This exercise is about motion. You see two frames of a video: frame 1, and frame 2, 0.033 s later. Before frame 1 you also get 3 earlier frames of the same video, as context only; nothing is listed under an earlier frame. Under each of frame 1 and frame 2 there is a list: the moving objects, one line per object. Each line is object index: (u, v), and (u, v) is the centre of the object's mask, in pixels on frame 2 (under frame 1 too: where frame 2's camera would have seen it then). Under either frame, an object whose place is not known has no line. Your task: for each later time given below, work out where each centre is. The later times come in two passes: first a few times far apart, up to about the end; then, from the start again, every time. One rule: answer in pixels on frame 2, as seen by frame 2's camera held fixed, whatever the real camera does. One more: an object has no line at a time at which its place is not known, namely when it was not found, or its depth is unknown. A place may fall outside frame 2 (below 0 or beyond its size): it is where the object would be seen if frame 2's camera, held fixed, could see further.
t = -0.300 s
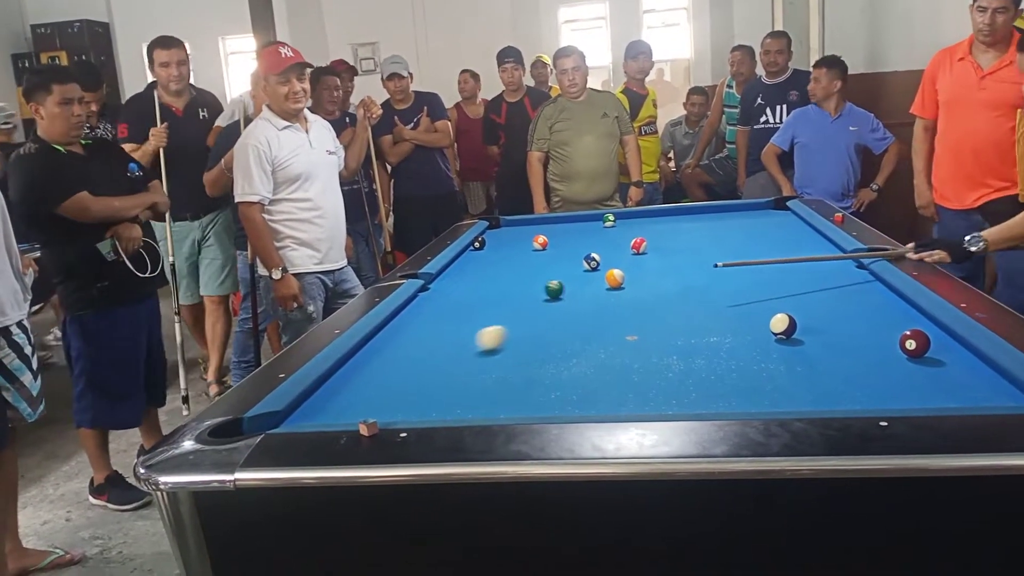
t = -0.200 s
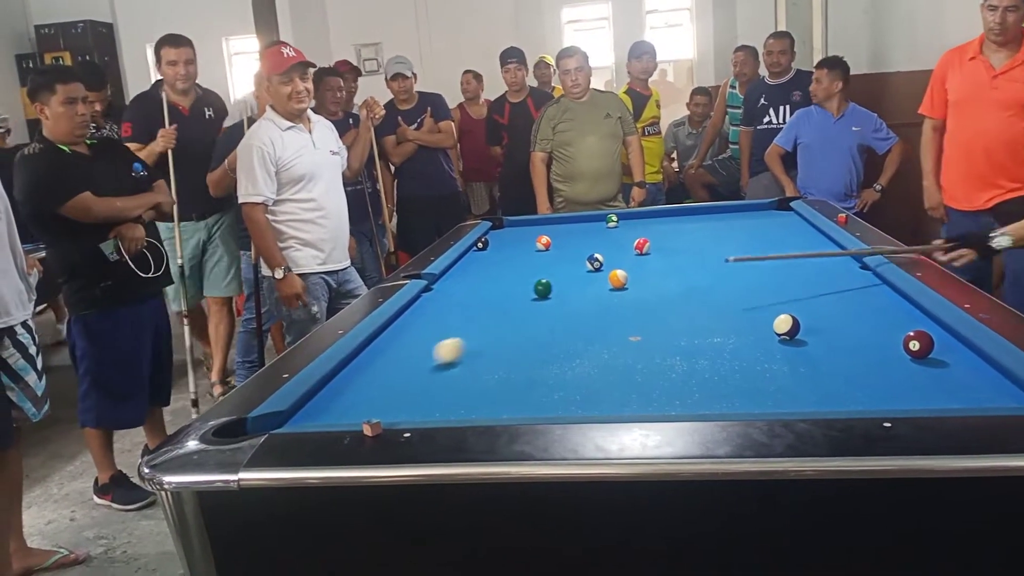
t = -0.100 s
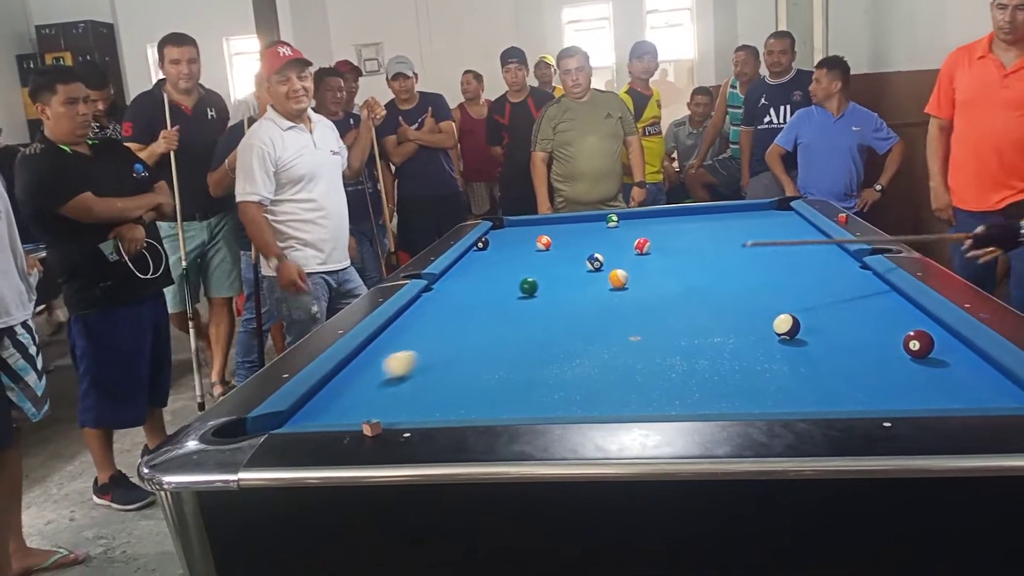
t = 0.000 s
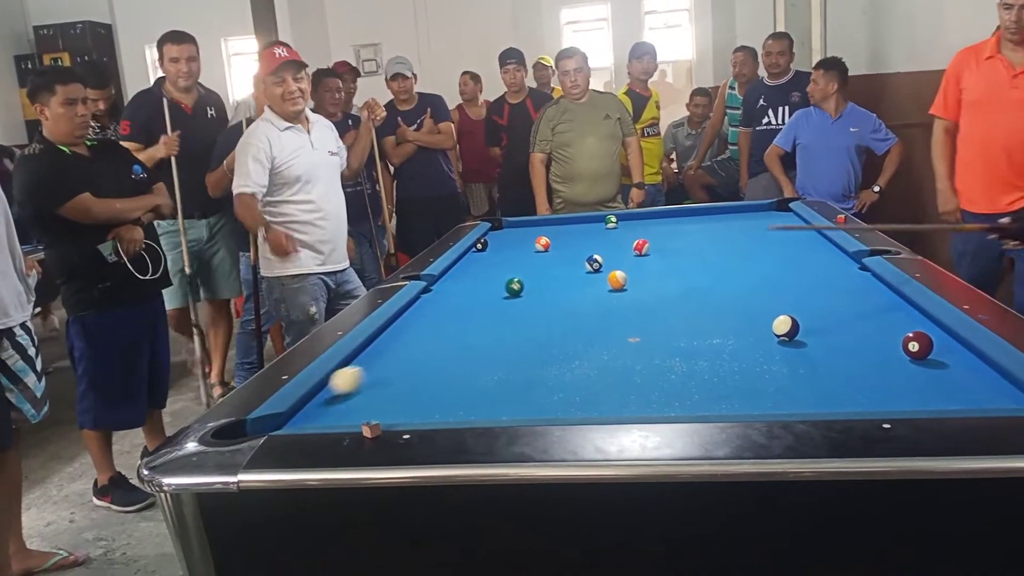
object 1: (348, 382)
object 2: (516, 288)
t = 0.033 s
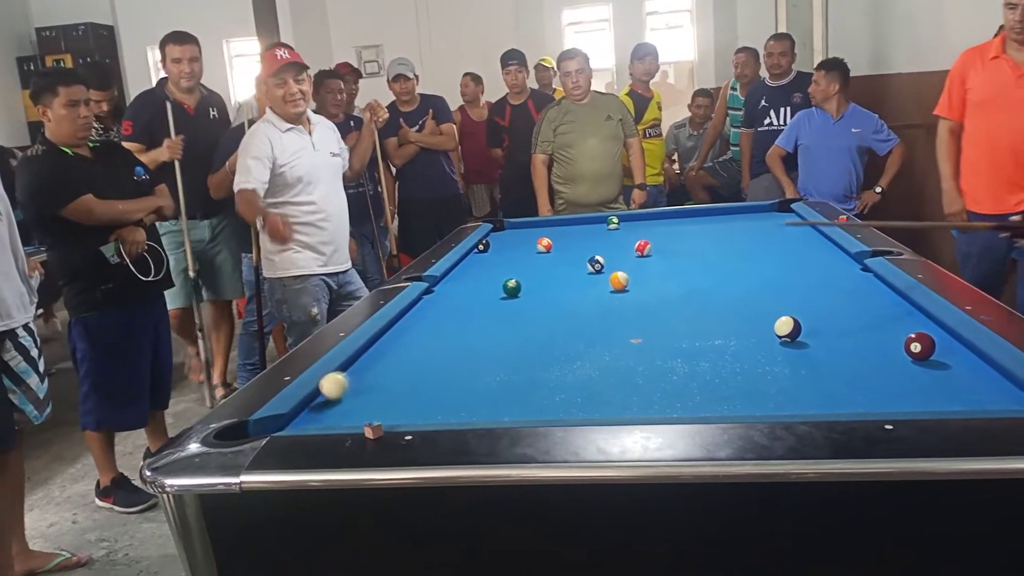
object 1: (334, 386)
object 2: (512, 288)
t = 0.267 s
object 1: (362, 407)
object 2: (483, 285)
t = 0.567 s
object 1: (426, 412)
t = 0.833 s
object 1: (501, 396)
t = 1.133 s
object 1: (576, 378)
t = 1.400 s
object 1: (635, 364)
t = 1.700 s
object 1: (695, 349)
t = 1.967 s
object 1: (742, 337)
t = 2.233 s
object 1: (765, 330)
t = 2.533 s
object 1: (770, 325)
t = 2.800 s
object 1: (774, 322)
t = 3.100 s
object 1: (774, 319)
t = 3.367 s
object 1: (776, 318)
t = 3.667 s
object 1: (778, 317)
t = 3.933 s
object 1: (778, 317)
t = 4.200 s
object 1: (778, 317)
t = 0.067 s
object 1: (336, 389)
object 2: (507, 287)
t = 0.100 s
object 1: (341, 392)
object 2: (503, 287)
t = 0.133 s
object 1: (345, 395)
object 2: (499, 286)
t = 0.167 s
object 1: (349, 398)
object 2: (495, 286)
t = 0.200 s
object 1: (354, 401)
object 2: (491, 286)
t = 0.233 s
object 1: (358, 404)
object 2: (487, 285)
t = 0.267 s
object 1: (362, 407)
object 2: (483, 285)
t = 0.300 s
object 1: (367, 410)
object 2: (479, 285)
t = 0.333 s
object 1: (372, 412)
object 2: (476, 285)
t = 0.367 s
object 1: (377, 413)
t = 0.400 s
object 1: (382, 415)
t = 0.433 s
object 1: (387, 416)
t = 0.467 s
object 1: (395, 416)
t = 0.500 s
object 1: (404, 415)
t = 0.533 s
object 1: (415, 414)
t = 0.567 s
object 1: (426, 412)
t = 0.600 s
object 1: (435, 410)
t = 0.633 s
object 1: (444, 409)
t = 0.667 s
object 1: (454, 407)
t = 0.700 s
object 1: (463, 405)
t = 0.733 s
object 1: (474, 403)
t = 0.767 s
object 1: (483, 401)
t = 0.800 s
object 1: (492, 398)
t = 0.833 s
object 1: (501, 396)
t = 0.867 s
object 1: (510, 394)
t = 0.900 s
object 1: (519, 392)
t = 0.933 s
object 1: (527, 390)
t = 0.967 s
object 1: (536, 387)
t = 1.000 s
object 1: (545, 386)
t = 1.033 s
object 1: (552, 384)
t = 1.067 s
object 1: (560, 381)
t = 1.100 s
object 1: (568, 379)
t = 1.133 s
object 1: (576, 378)
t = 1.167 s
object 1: (583, 376)
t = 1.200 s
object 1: (591, 374)
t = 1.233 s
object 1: (598, 372)
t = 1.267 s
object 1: (606, 370)
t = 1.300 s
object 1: (613, 368)
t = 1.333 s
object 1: (621, 367)
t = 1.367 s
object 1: (628, 365)
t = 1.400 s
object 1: (635, 364)
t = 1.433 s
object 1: (643, 362)
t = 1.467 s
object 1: (649, 360)
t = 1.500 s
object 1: (656, 358)
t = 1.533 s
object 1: (662, 357)
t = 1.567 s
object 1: (669, 355)
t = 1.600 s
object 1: (676, 354)
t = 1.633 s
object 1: (683, 352)
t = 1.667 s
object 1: (689, 351)
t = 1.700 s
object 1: (695, 349)
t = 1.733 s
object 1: (701, 347)
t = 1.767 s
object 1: (707, 346)
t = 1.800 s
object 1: (713, 344)
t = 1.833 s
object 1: (719, 343)
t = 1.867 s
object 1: (725, 341)
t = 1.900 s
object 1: (731, 340)
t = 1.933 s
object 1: (736, 338)
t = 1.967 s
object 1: (742, 337)
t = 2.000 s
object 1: (747, 336)
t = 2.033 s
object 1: (753, 334)
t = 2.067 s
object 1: (758, 333)
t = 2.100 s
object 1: (763, 332)
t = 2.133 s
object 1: (763, 331)
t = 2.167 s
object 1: (764, 331)
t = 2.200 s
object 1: (765, 330)
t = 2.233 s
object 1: (765, 330)
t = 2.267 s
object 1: (765, 329)
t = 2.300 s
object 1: (766, 328)
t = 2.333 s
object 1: (767, 328)
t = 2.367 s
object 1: (767, 328)
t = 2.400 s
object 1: (768, 327)
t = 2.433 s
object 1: (768, 326)
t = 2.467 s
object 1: (769, 326)
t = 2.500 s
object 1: (770, 325)
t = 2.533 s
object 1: (770, 325)
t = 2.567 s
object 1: (771, 325)
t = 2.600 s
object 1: (771, 324)
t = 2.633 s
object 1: (772, 324)
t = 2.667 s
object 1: (772, 324)
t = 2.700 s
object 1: (772, 323)
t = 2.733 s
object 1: (773, 323)
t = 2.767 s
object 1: (773, 323)
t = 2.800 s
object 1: (774, 322)
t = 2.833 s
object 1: (774, 322)
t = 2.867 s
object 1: (774, 321)
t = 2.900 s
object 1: (775, 321)
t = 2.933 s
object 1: (775, 321)
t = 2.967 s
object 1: (775, 321)
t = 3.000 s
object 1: (775, 320)
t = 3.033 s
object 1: (776, 320)
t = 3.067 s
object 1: (775, 319)
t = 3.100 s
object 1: (774, 319)
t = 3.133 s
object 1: (775, 319)
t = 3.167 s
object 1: (775, 319)
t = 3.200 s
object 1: (776, 319)
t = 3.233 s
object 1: (776, 319)
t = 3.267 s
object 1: (776, 319)
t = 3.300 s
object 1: (776, 318)
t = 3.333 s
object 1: (776, 318)
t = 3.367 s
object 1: (776, 318)
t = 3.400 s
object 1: (777, 318)
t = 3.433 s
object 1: (776, 317)
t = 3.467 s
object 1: (777, 317)
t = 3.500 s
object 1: (776, 317)
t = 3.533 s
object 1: (777, 317)
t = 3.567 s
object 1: (777, 317)
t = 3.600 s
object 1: (777, 317)
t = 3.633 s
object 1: (777, 317)
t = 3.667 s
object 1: (778, 317)
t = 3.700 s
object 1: (778, 317)
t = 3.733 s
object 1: (778, 317)
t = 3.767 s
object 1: (778, 317)
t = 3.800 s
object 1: (778, 317)
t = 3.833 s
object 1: (778, 317)
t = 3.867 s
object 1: (778, 317)
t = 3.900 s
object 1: (778, 317)
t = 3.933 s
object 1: (778, 317)
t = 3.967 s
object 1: (778, 317)
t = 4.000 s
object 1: (778, 317)
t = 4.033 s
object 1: (779, 317)
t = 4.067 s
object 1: (778, 317)
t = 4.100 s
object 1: (778, 317)
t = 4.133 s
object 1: (778, 317)
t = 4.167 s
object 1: (778, 317)
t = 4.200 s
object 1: (778, 317)
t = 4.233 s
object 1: (778, 317)
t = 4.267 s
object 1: (778, 317)
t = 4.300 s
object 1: (778, 316)
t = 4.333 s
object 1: (778, 317)
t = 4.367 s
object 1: (777, 317)
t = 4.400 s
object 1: (777, 318)
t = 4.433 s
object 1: (775, 317)
